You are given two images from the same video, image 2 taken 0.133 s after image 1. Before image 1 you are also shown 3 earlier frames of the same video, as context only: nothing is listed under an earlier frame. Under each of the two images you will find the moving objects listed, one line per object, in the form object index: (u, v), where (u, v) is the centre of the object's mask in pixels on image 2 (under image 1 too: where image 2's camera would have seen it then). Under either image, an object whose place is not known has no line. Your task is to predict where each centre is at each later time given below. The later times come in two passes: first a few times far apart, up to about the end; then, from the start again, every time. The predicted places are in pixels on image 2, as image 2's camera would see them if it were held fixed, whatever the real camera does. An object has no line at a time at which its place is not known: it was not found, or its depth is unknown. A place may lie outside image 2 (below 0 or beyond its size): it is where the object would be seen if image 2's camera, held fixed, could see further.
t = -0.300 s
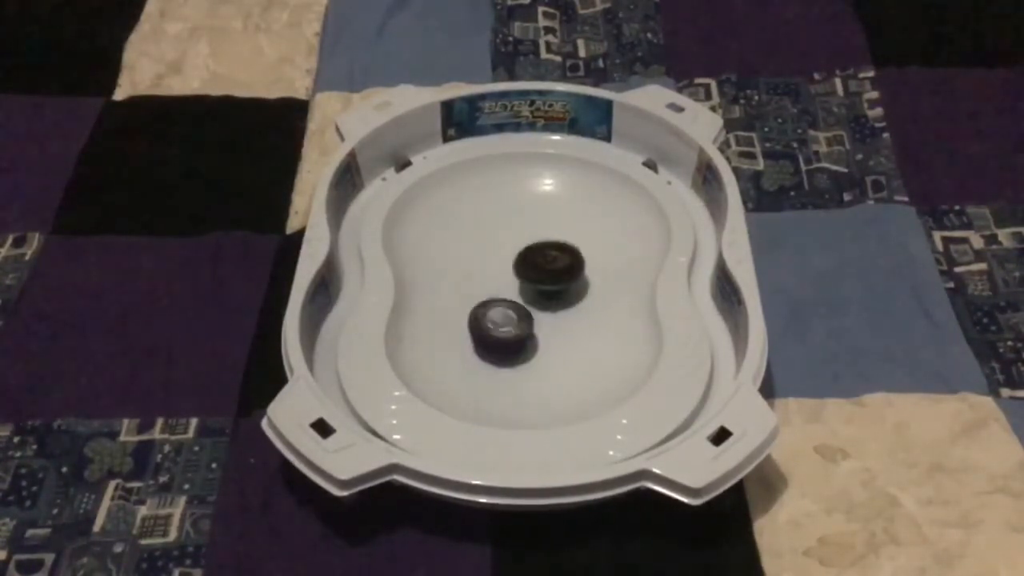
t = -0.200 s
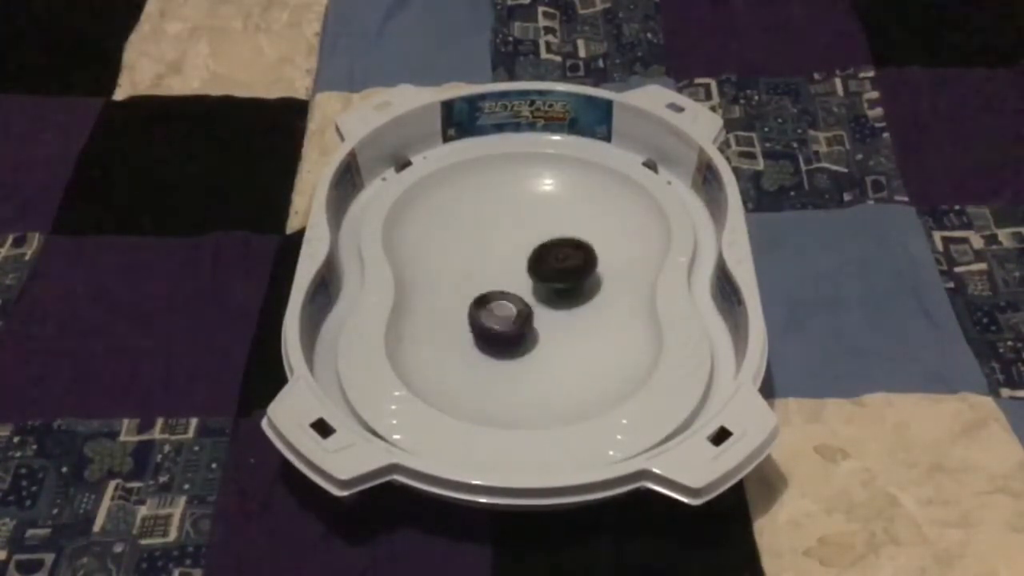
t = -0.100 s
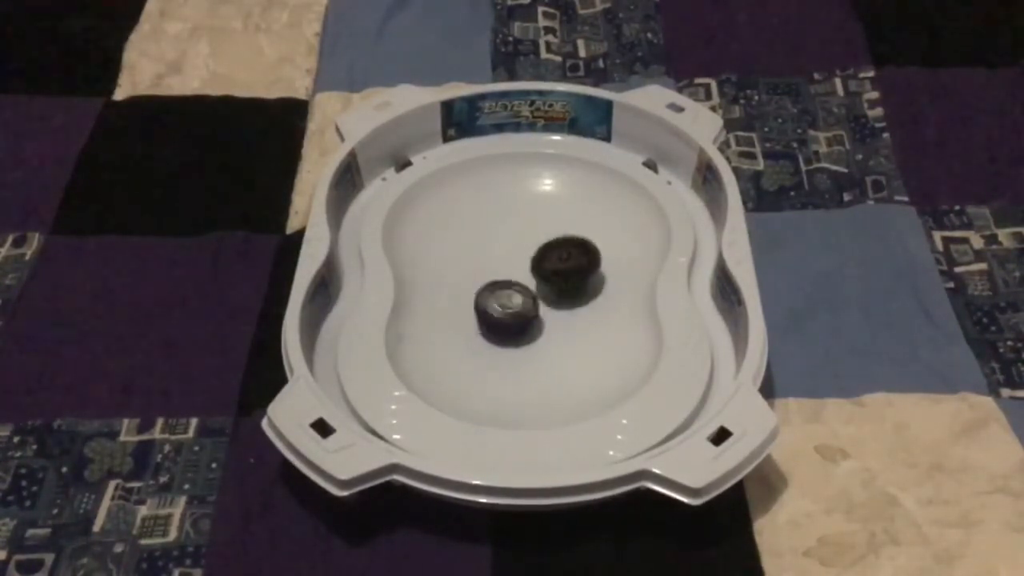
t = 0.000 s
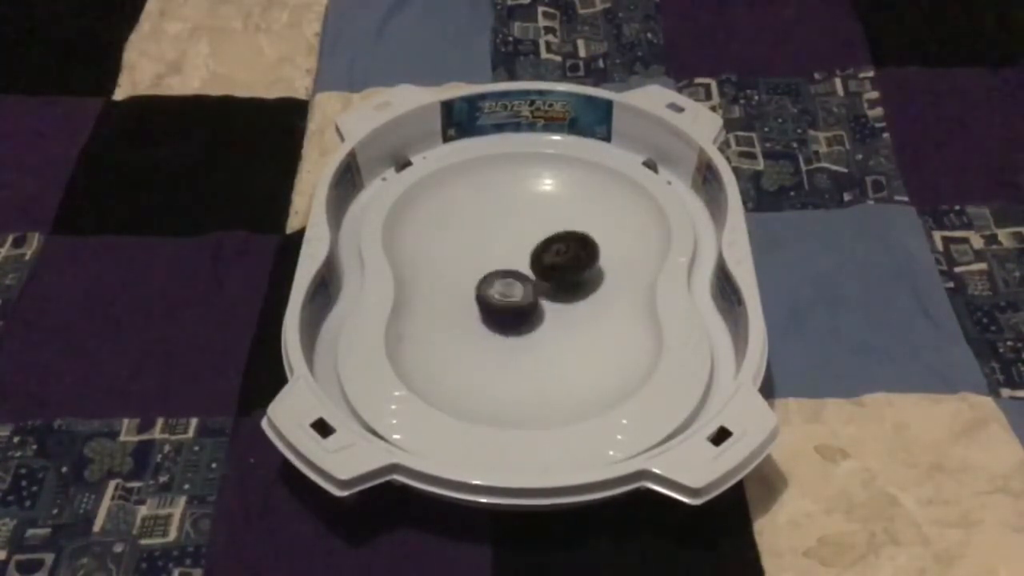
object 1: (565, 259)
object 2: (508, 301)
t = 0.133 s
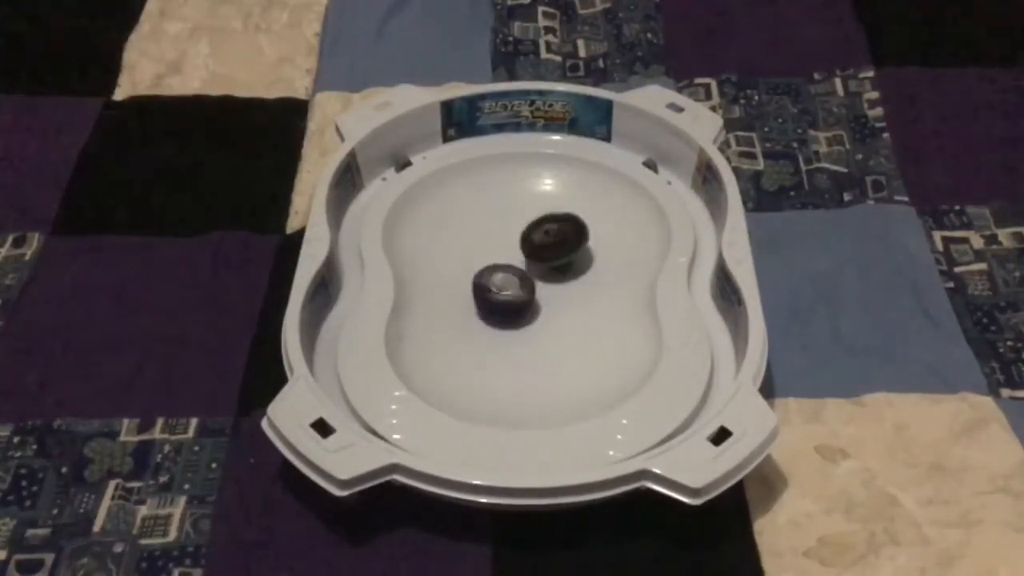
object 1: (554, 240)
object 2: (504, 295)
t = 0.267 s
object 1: (551, 212)
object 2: (507, 286)
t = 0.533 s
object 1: (566, 197)
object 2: (537, 250)
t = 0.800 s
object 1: (577, 199)
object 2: (518, 263)
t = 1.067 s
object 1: (526, 233)
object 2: (494, 283)
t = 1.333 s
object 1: (481, 218)
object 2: (468, 338)
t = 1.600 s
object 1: (497, 225)
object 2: (492, 375)
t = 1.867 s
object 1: (523, 255)
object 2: (549, 349)
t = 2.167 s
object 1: (541, 245)
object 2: (583, 319)
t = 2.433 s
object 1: (549, 206)
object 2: (572, 292)
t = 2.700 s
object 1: (557, 215)
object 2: (522, 281)
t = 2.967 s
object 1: (516, 241)
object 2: (473, 286)
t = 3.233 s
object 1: (485, 238)
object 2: (462, 317)
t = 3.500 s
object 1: (516, 232)
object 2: (516, 323)
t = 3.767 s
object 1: (558, 239)
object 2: (577, 292)
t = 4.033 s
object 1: (550, 167)
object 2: (581, 381)
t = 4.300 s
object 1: (511, 232)
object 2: (526, 366)
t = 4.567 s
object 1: (433, 248)
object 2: (483, 350)
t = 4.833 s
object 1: (482, 248)
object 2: (483, 325)
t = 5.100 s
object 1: (593, 226)
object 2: (538, 300)
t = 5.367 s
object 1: (620, 228)
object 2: (584, 279)
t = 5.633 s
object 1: (537, 221)
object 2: (546, 299)
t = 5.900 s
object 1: (453, 217)
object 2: (493, 297)
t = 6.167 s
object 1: (459, 232)
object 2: (483, 285)
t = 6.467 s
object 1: (542, 230)
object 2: (535, 285)
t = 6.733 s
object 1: (604, 222)
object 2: (574, 279)
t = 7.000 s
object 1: (583, 222)
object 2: (546, 276)
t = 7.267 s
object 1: (508, 223)
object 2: (503, 278)
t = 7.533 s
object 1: (459, 214)
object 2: (496, 278)
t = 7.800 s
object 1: (480, 227)
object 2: (536, 280)
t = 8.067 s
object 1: (530, 222)
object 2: (558, 294)
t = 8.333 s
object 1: (577, 230)
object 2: (536, 300)
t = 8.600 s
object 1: (570, 242)
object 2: (520, 282)
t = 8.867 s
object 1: (551, 223)
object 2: (519, 271)
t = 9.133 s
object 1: (516, 216)
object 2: (531, 267)
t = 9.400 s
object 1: (489, 227)
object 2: (548, 275)
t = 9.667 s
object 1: (497, 244)
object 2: (546, 280)
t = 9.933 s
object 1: (510, 223)
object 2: (538, 276)
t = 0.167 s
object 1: (552, 233)
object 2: (504, 294)
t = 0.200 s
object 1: (551, 226)
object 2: (504, 291)
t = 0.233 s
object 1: (551, 219)
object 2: (506, 289)
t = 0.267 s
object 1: (551, 212)
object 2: (507, 286)
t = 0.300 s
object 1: (553, 206)
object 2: (510, 283)
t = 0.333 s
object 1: (555, 201)
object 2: (513, 279)
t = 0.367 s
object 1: (557, 197)
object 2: (516, 275)
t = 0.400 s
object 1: (559, 194)
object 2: (520, 270)
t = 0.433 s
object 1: (562, 193)
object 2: (524, 265)
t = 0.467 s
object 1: (564, 193)
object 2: (528, 261)
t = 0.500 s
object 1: (566, 195)
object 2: (533, 255)
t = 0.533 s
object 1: (566, 197)
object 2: (537, 250)
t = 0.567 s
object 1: (570, 192)
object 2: (534, 252)
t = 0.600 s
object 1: (571, 193)
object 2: (533, 252)
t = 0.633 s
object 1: (572, 196)
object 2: (534, 251)
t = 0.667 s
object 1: (572, 198)
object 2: (534, 250)
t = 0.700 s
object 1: (574, 198)
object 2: (531, 253)
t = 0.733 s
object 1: (575, 195)
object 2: (525, 257)
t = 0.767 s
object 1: (577, 198)
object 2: (521, 260)
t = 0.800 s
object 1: (577, 199)
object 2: (518, 263)
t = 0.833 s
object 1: (576, 203)
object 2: (514, 263)
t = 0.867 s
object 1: (573, 208)
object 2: (511, 268)
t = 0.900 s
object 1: (569, 210)
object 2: (507, 268)
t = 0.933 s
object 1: (564, 217)
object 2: (504, 271)
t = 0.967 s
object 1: (556, 222)
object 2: (501, 274)
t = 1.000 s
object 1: (547, 226)
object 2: (499, 277)
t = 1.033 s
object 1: (537, 231)
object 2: (497, 280)
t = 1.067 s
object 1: (526, 233)
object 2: (494, 283)
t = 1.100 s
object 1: (516, 234)
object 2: (489, 288)
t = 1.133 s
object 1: (510, 229)
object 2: (484, 297)
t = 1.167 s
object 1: (502, 229)
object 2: (479, 302)
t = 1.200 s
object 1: (496, 227)
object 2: (477, 309)
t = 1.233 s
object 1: (491, 224)
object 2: (474, 316)
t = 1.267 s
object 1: (487, 223)
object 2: (472, 323)
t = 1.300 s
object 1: (483, 220)
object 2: (471, 332)
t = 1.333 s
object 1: (481, 218)
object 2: (468, 338)
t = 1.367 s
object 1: (480, 217)
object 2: (465, 341)
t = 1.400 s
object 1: (480, 215)
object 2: (464, 346)
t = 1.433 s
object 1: (481, 215)
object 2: (464, 352)
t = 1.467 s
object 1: (483, 216)
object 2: (466, 359)
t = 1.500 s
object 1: (486, 217)
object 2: (470, 365)
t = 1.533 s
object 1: (489, 219)
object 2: (476, 369)
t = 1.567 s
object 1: (493, 222)
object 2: (483, 371)
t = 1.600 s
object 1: (497, 225)
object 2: (492, 375)
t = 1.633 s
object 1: (501, 228)
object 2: (501, 376)
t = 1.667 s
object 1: (505, 232)
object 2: (510, 375)
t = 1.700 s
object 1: (510, 236)
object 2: (519, 373)
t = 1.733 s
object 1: (513, 240)
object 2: (527, 370)
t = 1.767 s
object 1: (516, 242)
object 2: (535, 363)
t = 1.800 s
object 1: (518, 248)
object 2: (540, 360)
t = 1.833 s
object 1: (520, 252)
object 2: (545, 355)
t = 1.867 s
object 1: (523, 255)
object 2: (549, 349)
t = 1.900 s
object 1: (527, 256)
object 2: (552, 343)
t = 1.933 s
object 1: (531, 261)
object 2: (556, 337)
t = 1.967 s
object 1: (535, 263)
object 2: (560, 331)
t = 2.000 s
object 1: (539, 265)
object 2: (563, 323)
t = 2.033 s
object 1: (543, 265)
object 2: (567, 315)
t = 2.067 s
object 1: (542, 262)
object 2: (572, 317)
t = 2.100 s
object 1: (542, 257)
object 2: (577, 321)
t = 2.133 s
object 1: (541, 251)
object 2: (580, 321)
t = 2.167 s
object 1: (541, 245)
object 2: (583, 319)
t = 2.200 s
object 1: (539, 240)
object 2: (586, 313)
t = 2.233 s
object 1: (539, 235)
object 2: (587, 313)
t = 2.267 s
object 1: (539, 229)
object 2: (587, 309)
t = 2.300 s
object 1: (540, 224)
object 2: (587, 306)
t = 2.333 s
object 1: (542, 218)
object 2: (584, 302)
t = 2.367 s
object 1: (545, 214)
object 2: (581, 298)
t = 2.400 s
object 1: (547, 210)
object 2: (577, 295)
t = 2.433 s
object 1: (549, 206)
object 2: (572, 292)
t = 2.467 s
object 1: (552, 204)
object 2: (567, 290)
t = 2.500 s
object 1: (555, 203)
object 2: (561, 288)
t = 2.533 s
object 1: (558, 202)
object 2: (555, 287)
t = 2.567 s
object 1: (559, 204)
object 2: (549, 286)
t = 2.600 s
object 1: (560, 206)
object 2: (542, 283)
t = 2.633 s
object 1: (559, 208)
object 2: (535, 282)
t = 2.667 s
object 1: (558, 211)
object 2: (529, 282)
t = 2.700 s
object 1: (557, 215)
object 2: (522, 281)
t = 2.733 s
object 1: (554, 221)
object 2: (516, 281)
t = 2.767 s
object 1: (549, 225)
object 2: (509, 281)
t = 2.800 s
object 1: (544, 229)
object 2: (503, 280)
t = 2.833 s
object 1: (537, 233)
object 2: (497, 279)
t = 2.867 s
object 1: (532, 236)
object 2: (491, 278)
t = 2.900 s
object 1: (527, 238)
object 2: (485, 285)
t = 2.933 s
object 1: (521, 240)
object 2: (477, 285)
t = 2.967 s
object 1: (516, 241)
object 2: (473, 286)
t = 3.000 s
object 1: (510, 243)
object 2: (469, 291)
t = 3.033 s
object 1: (504, 244)
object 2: (466, 293)
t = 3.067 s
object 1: (498, 245)
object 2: (463, 297)
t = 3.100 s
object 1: (493, 245)
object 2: (461, 301)
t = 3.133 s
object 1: (488, 243)
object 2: (460, 304)
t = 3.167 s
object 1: (486, 243)
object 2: (459, 309)
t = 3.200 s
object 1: (485, 239)
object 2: (460, 313)
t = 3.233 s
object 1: (485, 238)
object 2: (462, 317)
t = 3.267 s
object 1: (485, 235)
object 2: (466, 320)
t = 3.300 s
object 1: (486, 232)
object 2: (471, 324)
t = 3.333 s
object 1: (489, 232)
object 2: (476, 326)
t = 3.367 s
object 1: (493, 232)
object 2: (483, 328)
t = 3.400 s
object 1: (498, 230)
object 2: (491, 328)
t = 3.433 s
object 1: (503, 230)
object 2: (499, 327)
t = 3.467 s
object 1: (509, 230)
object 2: (508, 325)
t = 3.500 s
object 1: (516, 232)
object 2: (516, 323)
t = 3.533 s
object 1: (523, 232)
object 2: (524, 320)
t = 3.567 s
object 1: (529, 232)
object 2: (533, 317)
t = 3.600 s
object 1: (535, 234)
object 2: (541, 314)
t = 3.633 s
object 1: (542, 235)
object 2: (549, 311)
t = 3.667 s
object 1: (547, 237)
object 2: (557, 307)
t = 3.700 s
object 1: (552, 239)
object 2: (565, 303)
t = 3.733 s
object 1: (556, 238)
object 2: (571, 296)
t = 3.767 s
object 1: (558, 239)
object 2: (577, 292)
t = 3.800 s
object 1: (554, 228)
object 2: (585, 302)
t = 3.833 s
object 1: (549, 211)
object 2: (594, 320)
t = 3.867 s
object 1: (545, 197)
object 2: (599, 337)
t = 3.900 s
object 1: (544, 184)
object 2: (600, 351)
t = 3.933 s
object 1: (544, 175)
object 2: (598, 363)
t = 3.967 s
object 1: (546, 169)
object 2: (594, 373)
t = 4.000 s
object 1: (547, 166)
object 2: (588, 378)
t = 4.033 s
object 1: (550, 167)
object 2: (581, 381)
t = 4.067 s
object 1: (551, 173)
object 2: (572, 382)
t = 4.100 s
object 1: (552, 186)
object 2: (562, 381)
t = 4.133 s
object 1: (551, 195)
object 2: (555, 379)
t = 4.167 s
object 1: (547, 205)
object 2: (548, 375)
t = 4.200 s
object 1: (541, 215)
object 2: (542, 372)
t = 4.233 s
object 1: (534, 221)
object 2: (536, 370)
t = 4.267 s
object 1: (523, 227)
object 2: (531, 367)
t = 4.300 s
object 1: (511, 232)
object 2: (526, 366)
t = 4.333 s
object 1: (499, 239)
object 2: (521, 365)
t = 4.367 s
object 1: (486, 243)
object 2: (515, 365)
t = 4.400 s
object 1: (475, 246)
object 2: (509, 364)
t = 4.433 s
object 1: (463, 249)
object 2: (502, 360)
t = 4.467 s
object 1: (452, 249)
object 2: (497, 358)
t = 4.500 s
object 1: (444, 250)
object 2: (491, 356)
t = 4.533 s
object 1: (435, 250)
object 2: (486, 354)
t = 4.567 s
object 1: (433, 248)
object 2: (483, 350)
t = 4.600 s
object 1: (431, 246)
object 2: (479, 347)
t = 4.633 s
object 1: (431, 245)
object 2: (476, 346)
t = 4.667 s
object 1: (436, 246)
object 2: (475, 343)
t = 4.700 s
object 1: (441, 245)
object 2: (474, 339)
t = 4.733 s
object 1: (450, 246)
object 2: (474, 336)
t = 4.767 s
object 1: (459, 247)
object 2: (477, 332)
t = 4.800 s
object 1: (469, 247)
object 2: (479, 329)
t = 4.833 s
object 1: (482, 248)
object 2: (483, 325)
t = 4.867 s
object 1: (494, 247)
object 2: (489, 323)
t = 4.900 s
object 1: (509, 246)
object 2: (494, 319)
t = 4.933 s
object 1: (523, 241)
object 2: (500, 316)
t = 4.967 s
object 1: (538, 239)
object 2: (508, 313)
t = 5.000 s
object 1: (552, 236)
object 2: (515, 310)
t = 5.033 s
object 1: (566, 233)
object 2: (522, 307)
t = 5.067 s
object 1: (580, 229)
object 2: (530, 304)
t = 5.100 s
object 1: (593, 226)
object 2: (538, 300)
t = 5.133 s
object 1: (603, 223)
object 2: (545, 298)
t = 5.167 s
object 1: (613, 220)
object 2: (554, 296)
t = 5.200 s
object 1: (619, 219)
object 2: (561, 292)
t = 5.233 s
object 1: (624, 219)
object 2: (568, 289)
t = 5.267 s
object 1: (627, 221)
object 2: (574, 286)
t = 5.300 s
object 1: (627, 223)
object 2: (579, 282)
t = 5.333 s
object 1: (625, 224)
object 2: (584, 278)
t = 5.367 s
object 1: (620, 228)
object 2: (584, 279)
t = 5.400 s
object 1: (614, 226)
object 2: (580, 281)
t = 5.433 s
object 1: (606, 227)
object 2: (575, 284)
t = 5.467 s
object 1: (595, 229)
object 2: (570, 289)
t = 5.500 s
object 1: (586, 226)
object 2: (565, 289)
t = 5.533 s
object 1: (574, 225)
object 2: (561, 291)
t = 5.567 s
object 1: (562, 225)
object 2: (556, 294)
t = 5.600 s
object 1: (550, 222)
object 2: (552, 296)
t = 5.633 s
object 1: (537, 221)
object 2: (546, 299)
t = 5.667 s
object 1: (524, 220)
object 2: (538, 296)
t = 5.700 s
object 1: (511, 219)
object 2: (532, 298)
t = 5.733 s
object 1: (500, 218)
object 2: (526, 298)
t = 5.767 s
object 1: (488, 217)
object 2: (519, 300)
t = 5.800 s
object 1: (478, 217)
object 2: (512, 299)
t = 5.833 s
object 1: (468, 216)
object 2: (506, 298)
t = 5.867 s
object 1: (460, 217)
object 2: (499, 297)
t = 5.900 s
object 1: (453, 217)
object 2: (493, 297)
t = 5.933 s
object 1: (448, 218)
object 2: (488, 293)
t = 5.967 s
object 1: (446, 219)
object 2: (484, 292)
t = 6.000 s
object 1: (445, 221)
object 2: (480, 291)
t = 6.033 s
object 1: (446, 224)
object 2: (478, 288)
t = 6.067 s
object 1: (447, 227)
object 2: (476, 286)
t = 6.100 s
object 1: (452, 234)
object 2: (477, 285)
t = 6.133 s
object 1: (454, 233)
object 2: (478, 282)
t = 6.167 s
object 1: (459, 232)
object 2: (483, 285)
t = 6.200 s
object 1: (465, 233)
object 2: (489, 289)
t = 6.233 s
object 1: (471, 234)
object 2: (494, 289)
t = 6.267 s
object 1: (481, 235)
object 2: (500, 289)
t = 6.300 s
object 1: (489, 234)
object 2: (506, 288)
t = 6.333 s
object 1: (499, 235)
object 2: (513, 285)
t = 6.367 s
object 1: (509, 236)
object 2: (518, 286)
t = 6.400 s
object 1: (521, 231)
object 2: (524, 287)
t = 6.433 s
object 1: (530, 232)
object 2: (529, 285)
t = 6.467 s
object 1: (542, 230)
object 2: (535, 285)
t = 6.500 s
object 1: (553, 228)
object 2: (542, 285)
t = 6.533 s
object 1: (563, 227)
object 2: (547, 286)
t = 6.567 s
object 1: (573, 226)
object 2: (553, 284)
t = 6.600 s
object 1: (581, 223)
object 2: (559, 282)
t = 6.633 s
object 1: (590, 222)
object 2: (563, 283)
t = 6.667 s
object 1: (595, 220)
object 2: (568, 281)
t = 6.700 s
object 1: (600, 219)
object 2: (570, 281)
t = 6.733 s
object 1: (604, 222)
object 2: (574, 279)
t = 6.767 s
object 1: (606, 221)
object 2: (576, 277)
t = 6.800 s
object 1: (606, 225)
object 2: (577, 277)
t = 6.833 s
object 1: (605, 226)
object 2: (575, 277)
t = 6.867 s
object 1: (601, 226)
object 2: (570, 280)
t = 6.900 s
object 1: (598, 225)
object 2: (563, 281)
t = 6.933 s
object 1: (595, 222)
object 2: (558, 278)
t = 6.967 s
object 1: (589, 221)
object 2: (552, 278)
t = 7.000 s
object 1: (583, 222)
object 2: (546, 276)
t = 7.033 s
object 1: (575, 222)
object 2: (541, 279)
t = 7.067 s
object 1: (568, 223)
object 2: (536, 279)
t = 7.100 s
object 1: (559, 223)
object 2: (529, 279)
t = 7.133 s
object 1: (549, 225)
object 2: (523, 279)
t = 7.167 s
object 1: (538, 225)
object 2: (518, 275)
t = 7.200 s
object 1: (528, 224)
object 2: (512, 278)
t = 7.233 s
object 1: (516, 223)
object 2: (508, 279)
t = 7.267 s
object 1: (508, 223)
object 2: (503, 278)
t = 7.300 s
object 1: (498, 222)
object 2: (498, 276)
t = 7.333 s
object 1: (490, 223)
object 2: (497, 276)
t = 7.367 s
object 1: (482, 222)
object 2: (494, 274)
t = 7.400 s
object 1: (474, 217)
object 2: (493, 277)
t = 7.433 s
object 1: (467, 216)
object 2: (492, 275)
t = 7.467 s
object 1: (464, 214)
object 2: (493, 278)
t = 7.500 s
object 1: (460, 214)
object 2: (495, 279)
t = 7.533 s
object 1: (459, 214)
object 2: (496, 278)
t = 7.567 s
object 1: (458, 215)
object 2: (498, 276)
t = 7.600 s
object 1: (459, 217)
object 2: (502, 275)
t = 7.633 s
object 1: (461, 219)
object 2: (505, 275)
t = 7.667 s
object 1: (465, 222)
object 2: (509, 274)
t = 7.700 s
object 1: (470, 226)
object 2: (513, 273)
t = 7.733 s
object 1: (475, 231)
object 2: (518, 271)
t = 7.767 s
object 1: (476, 228)
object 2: (526, 276)
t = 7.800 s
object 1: (480, 227)
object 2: (536, 280)
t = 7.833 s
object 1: (483, 225)
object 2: (540, 284)
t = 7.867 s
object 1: (488, 224)
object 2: (544, 284)
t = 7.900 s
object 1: (495, 222)
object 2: (548, 286)
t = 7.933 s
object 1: (502, 222)
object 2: (552, 286)
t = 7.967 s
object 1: (509, 221)
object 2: (555, 289)
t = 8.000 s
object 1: (516, 221)
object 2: (557, 290)
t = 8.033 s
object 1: (523, 221)
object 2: (558, 292)
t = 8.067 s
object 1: (530, 222)
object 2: (558, 294)
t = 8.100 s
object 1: (539, 222)
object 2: (558, 296)
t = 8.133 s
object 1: (545, 223)
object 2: (556, 297)
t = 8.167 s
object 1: (552, 223)
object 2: (554, 299)
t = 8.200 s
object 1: (559, 225)
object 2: (550, 300)
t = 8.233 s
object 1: (565, 226)
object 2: (548, 300)
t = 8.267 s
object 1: (570, 227)
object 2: (544, 301)
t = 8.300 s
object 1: (574, 228)
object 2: (541, 301)
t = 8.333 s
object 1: (577, 230)
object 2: (536, 300)
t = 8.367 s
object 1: (580, 231)
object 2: (533, 299)
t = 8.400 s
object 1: (582, 233)
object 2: (530, 297)
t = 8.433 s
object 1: (582, 235)
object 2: (526, 295)
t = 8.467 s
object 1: (581, 236)
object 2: (524, 293)
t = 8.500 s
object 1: (580, 238)
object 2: (522, 290)
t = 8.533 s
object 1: (578, 239)
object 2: (521, 285)
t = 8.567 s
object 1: (574, 241)
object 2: (520, 285)
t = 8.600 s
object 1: (570, 242)
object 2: (520, 282)
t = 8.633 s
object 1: (568, 242)
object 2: (518, 281)
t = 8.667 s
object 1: (565, 239)
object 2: (515, 282)
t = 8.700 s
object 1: (562, 238)
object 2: (514, 280)
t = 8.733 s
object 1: (560, 237)
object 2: (516, 277)
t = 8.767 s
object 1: (560, 231)
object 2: (517, 275)
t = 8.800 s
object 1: (556, 227)
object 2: (518, 273)
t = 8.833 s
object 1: (554, 225)
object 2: (519, 270)
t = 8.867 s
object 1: (551, 223)
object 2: (519, 271)
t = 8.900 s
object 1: (547, 221)
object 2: (520, 271)
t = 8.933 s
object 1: (543, 219)
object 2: (521, 270)
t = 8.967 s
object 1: (538, 217)
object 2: (522, 269)
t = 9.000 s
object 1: (534, 215)
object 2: (524, 267)
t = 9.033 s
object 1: (530, 215)
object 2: (526, 268)
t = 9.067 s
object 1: (526, 214)
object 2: (526, 269)
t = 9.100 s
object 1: (521, 214)
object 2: (529, 268)
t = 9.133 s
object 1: (516, 216)
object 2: (531, 267)
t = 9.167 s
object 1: (512, 218)
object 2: (533, 269)
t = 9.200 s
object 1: (510, 218)
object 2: (536, 268)
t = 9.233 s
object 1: (506, 218)
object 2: (535, 267)
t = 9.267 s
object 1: (503, 221)
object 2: (537, 266)
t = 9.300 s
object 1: (500, 224)
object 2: (539, 266)
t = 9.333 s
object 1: (493, 225)
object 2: (543, 270)
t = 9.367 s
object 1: (489, 227)
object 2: (548, 273)
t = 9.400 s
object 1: (489, 227)
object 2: (548, 275)
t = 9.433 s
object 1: (486, 229)
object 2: (550, 276)
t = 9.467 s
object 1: (485, 230)
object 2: (551, 276)
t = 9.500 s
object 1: (485, 232)
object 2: (552, 277)
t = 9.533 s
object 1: (485, 234)
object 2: (552, 277)
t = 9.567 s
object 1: (485, 237)
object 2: (551, 279)
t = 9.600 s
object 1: (488, 239)
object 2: (550, 279)
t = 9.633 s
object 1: (492, 240)
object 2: (547, 280)
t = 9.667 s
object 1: (497, 244)
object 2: (546, 280)
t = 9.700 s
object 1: (500, 243)
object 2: (545, 279)
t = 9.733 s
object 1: (501, 243)
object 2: (544, 279)
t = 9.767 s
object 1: (501, 240)
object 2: (543, 277)
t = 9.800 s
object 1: (503, 238)
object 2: (542, 280)
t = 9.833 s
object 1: (506, 234)
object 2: (541, 277)
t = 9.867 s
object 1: (506, 230)
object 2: (540, 276)
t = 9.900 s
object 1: (506, 227)
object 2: (540, 278)
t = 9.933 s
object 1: (510, 223)
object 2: (538, 276)
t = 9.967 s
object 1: (512, 221)
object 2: (538, 276)
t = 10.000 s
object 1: (512, 218)
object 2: (537, 273)
